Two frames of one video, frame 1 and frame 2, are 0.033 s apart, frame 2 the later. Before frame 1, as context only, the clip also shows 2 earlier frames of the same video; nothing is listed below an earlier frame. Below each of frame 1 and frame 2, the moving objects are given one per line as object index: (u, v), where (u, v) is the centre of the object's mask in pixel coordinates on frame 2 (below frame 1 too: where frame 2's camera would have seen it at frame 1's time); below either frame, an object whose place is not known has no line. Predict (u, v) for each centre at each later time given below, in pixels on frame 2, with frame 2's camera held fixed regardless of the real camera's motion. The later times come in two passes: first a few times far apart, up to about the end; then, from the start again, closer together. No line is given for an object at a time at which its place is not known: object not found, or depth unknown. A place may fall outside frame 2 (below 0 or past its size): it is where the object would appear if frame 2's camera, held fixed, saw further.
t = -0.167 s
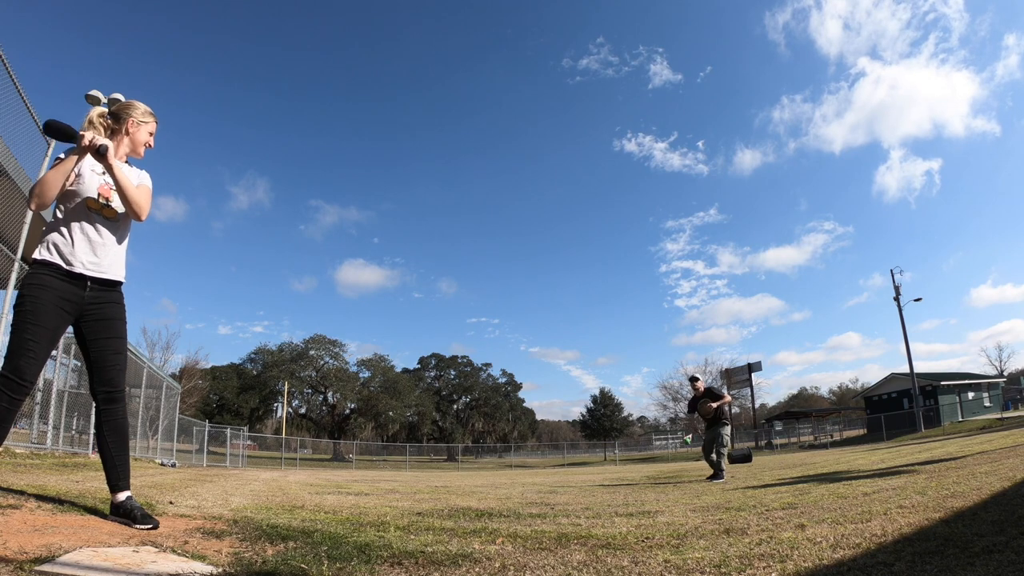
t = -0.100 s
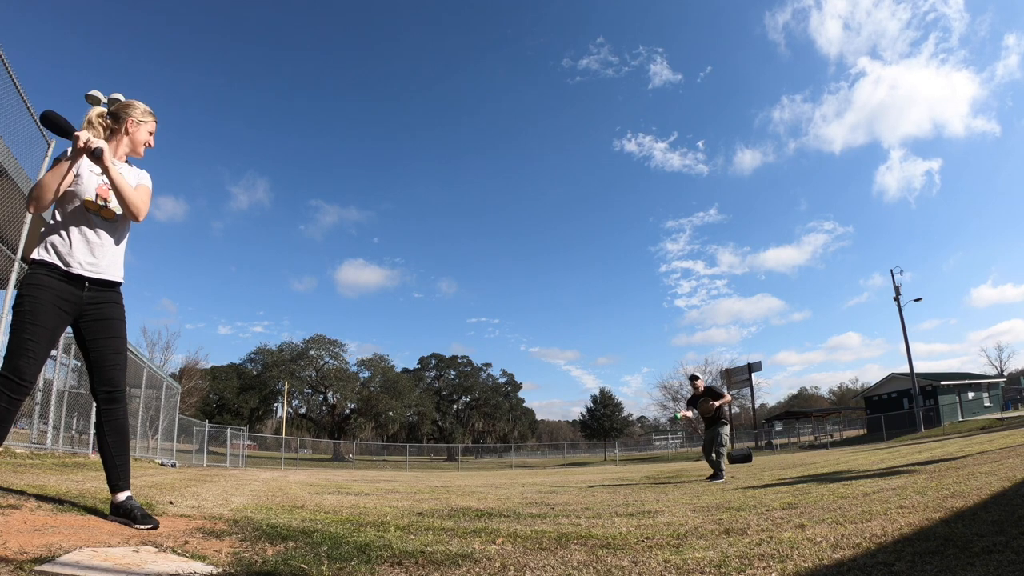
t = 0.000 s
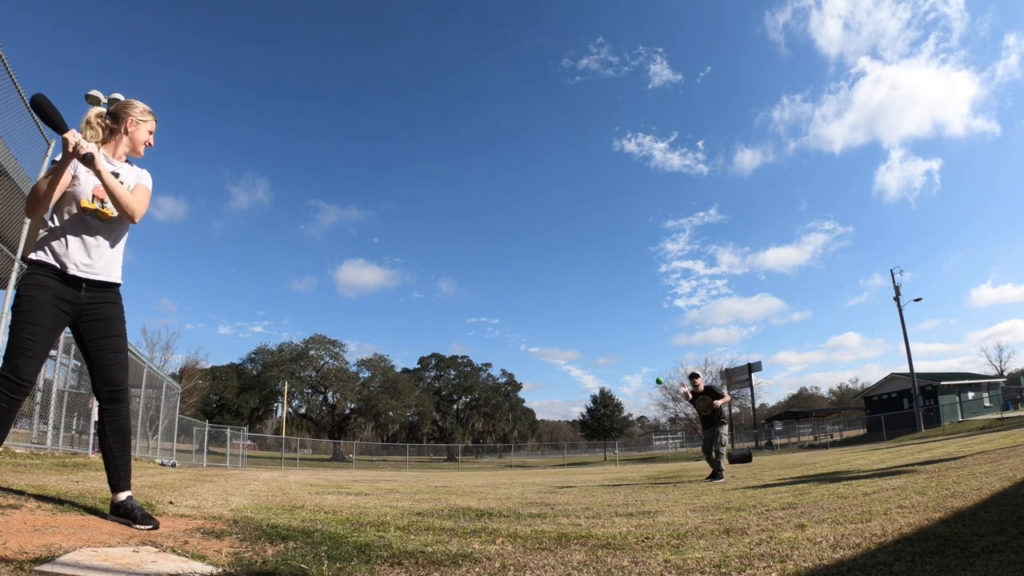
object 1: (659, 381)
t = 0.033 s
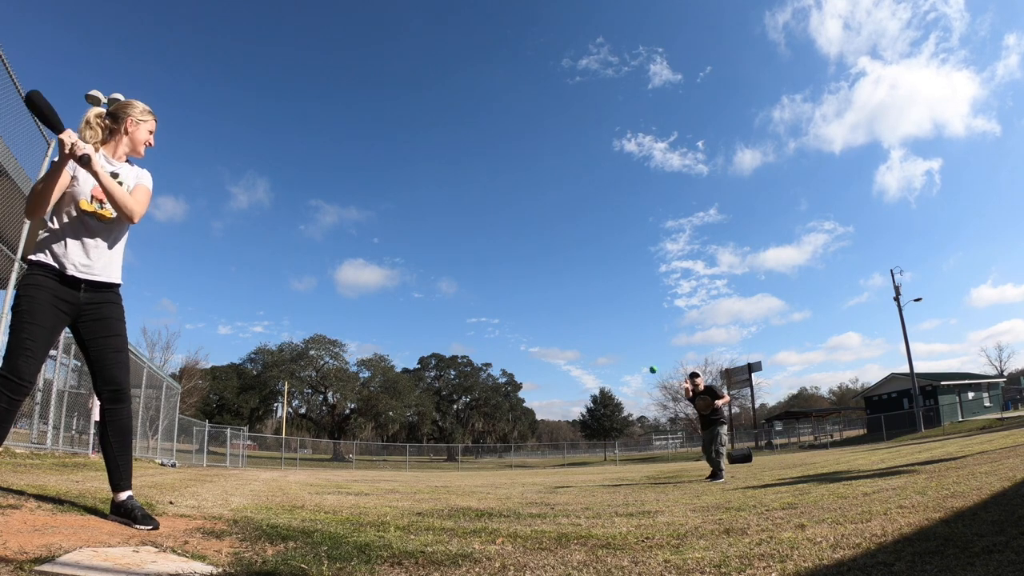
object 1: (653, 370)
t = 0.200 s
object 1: (616, 318)
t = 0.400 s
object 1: (553, 277)
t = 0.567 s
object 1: (467, 273)
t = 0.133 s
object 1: (632, 338)
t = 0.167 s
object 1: (625, 328)
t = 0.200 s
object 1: (616, 318)
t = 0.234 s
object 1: (608, 310)
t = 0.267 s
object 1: (598, 302)
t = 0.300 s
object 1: (588, 294)
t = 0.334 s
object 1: (578, 288)
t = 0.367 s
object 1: (566, 282)
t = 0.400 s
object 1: (553, 277)
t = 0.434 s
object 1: (540, 273)
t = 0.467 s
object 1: (525, 271)
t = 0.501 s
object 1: (508, 269)
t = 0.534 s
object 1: (489, 270)
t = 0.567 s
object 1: (467, 273)
